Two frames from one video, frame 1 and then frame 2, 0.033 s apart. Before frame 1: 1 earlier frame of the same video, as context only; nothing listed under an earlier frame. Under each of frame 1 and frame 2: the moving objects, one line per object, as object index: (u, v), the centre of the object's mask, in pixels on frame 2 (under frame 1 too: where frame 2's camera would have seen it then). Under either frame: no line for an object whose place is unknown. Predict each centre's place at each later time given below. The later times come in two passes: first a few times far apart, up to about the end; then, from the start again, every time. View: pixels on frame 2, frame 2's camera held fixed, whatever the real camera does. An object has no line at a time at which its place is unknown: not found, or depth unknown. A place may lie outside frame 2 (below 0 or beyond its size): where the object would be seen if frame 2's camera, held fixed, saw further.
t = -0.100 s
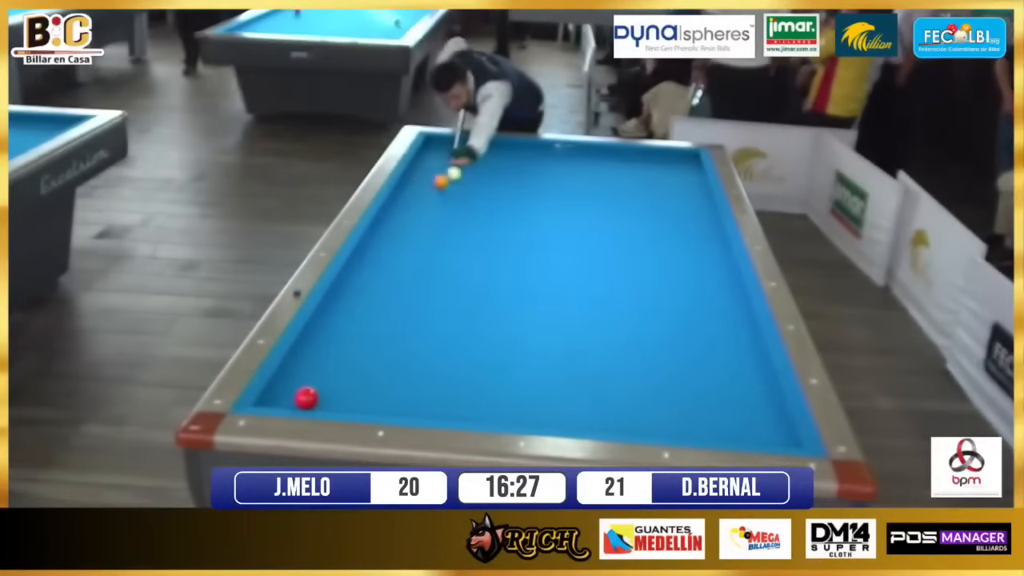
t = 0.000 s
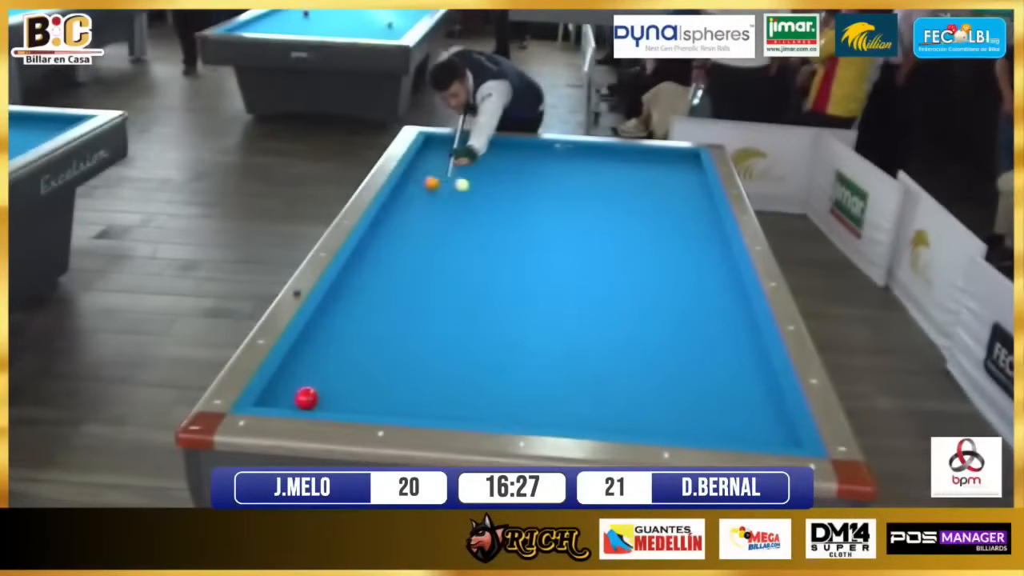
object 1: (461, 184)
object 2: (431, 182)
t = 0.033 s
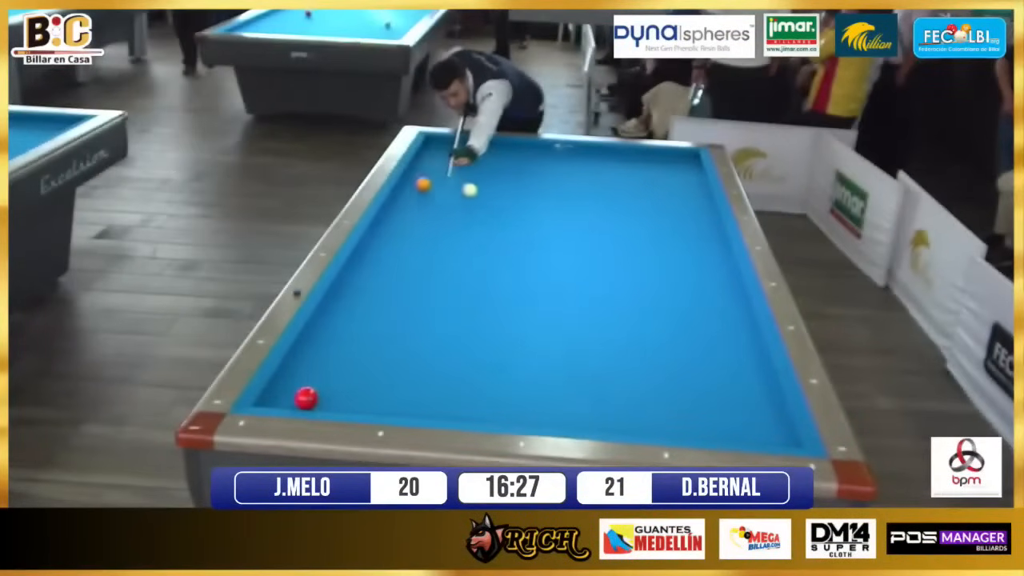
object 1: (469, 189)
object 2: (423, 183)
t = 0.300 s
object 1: (527, 232)
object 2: (417, 192)
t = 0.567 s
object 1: (595, 287)
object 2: (442, 203)
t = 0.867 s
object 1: (699, 370)
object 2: (471, 214)
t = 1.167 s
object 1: (748, 410)
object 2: (502, 227)
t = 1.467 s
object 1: (660, 342)
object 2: (534, 239)
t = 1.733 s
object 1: (610, 303)
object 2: (561, 250)
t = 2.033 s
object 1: (561, 263)
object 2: (596, 264)
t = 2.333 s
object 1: (519, 230)
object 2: (631, 278)
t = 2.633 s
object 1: (484, 203)
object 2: (669, 293)
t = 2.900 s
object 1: (457, 182)
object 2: (702, 306)
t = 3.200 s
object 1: (431, 161)
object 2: (742, 322)
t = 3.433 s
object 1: (430, 149)
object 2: (741, 329)
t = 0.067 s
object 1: (477, 194)
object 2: (415, 184)
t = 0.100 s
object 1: (485, 198)
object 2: (407, 185)
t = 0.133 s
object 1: (492, 204)
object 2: (401, 186)
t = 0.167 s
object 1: (499, 209)
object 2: (403, 187)
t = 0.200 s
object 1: (506, 214)
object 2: (407, 189)
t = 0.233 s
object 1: (513, 220)
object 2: (410, 190)
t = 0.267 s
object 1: (520, 224)
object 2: (413, 190)
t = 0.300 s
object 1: (527, 232)
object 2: (417, 192)
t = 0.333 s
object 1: (535, 238)
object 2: (419, 193)
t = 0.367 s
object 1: (543, 244)
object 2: (423, 195)
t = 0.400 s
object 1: (551, 251)
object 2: (426, 196)
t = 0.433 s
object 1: (559, 257)
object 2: (429, 197)
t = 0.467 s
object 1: (568, 264)
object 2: (432, 198)
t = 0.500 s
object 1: (577, 272)
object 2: (435, 200)
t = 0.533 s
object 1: (586, 279)
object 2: (439, 201)
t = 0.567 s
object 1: (595, 287)
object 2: (442, 203)
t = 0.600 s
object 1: (606, 295)
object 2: (445, 204)
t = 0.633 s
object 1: (616, 303)
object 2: (448, 205)
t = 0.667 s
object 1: (626, 311)
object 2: (452, 206)
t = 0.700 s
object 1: (637, 320)
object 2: (455, 208)
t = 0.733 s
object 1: (649, 330)
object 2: (458, 209)
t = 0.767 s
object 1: (661, 339)
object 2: (461, 210)
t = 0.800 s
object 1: (673, 349)
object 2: (464, 212)
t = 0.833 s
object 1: (686, 359)
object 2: (468, 213)
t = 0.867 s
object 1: (699, 370)
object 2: (471, 214)
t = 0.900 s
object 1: (713, 381)
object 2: (474, 215)
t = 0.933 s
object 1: (728, 393)
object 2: (478, 217)
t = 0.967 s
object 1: (743, 404)
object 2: (481, 218)
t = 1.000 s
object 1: (759, 417)
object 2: (485, 220)
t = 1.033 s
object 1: (775, 430)
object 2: (488, 221)
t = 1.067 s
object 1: (790, 440)
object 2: (491, 223)
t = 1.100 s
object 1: (777, 432)
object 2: (494, 224)
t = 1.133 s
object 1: (762, 421)
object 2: (498, 225)
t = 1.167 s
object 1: (748, 410)
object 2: (502, 227)
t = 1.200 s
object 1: (735, 400)
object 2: (505, 228)
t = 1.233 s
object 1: (723, 391)
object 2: (509, 229)
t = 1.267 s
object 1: (712, 383)
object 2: (512, 231)
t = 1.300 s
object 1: (702, 375)
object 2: (515, 232)
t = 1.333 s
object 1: (693, 367)
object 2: (519, 234)
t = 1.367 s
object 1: (683, 360)
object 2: (523, 235)
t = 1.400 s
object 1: (675, 354)
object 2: (526, 237)
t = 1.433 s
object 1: (668, 348)
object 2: (530, 238)
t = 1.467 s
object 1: (660, 342)
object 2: (534, 239)
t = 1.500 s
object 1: (653, 337)
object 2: (537, 241)
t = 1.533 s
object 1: (650, 334)
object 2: (539, 242)
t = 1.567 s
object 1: (642, 328)
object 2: (543, 243)
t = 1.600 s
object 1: (636, 323)
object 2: (546, 244)
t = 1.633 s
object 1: (629, 317)
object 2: (550, 246)
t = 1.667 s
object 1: (623, 312)
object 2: (554, 248)
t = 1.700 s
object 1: (617, 308)
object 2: (557, 249)
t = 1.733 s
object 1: (610, 303)
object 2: (561, 250)
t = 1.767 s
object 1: (605, 298)
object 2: (565, 252)
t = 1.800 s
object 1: (598, 293)
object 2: (569, 253)
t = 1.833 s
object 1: (593, 289)
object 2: (572, 255)
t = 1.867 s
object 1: (588, 285)
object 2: (576, 256)
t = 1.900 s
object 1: (582, 280)
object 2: (580, 258)
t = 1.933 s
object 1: (576, 276)
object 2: (584, 259)
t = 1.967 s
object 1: (571, 272)
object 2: (588, 260)
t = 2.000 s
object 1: (566, 267)
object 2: (592, 262)
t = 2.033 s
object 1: (561, 263)
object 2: (596, 264)
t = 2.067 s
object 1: (556, 259)
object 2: (600, 266)
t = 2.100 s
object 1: (551, 256)
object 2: (604, 267)
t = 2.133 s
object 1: (546, 252)
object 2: (607, 269)
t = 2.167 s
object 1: (541, 248)
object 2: (612, 270)
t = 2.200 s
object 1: (536, 244)
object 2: (616, 272)
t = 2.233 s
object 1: (533, 241)
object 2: (620, 273)
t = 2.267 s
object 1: (528, 238)
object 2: (623, 275)
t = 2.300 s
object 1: (524, 234)
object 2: (628, 277)
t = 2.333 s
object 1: (519, 230)
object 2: (631, 278)
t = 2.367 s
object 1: (515, 227)
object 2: (636, 280)
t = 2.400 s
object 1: (511, 224)
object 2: (640, 281)
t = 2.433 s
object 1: (507, 221)
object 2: (644, 283)
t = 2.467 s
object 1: (503, 218)
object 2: (648, 285)
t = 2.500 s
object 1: (499, 214)
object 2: (652, 286)
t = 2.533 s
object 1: (495, 212)
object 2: (656, 288)
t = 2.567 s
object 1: (492, 209)
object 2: (660, 290)
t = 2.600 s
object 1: (488, 206)
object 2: (664, 291)
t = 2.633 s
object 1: (484, 203)
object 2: (669, 293)
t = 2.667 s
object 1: (480, 200)
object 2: (673, 295)
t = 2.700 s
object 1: (477, 197)
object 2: (677, 296)
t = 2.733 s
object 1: (474, 195)
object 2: (681, 298)
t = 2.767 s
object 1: (470, 192)
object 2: (685, 300)
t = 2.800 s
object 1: (467, 190)
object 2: (690, 301)
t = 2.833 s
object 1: (463, 187)
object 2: (694, 303)
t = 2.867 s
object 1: (460, 184)
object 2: (698, 305)
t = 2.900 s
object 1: (457, 182)
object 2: (702, 306)
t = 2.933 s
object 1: (454, 179)
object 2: (706, 308)
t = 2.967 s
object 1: (451, 177)
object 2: (711, 310)
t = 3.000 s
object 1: (448, 174)
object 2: (715, 311)
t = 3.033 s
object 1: (445, 172)
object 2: (720, 313)
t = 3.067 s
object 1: (442, 170)
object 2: (724, 315)
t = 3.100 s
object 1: (439, 168)
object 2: (728, 317)
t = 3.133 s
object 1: (436, 166)
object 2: (732, 318)
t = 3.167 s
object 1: (434, 163)
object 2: (737, 320)
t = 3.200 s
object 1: (431, 161)
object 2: (742, 322)
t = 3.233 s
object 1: (428, 159)
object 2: (746, 323)
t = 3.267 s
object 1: (426, 157)
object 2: (750, 325)
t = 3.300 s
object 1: (423, 155)
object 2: (749, 326)
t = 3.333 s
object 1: (421, 153)
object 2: (746, 327)
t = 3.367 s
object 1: (424, 151)
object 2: (744, 328)
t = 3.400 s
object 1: (428, 150)
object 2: (743, 328)
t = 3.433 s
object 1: (430, 149)
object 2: (741, 329)
